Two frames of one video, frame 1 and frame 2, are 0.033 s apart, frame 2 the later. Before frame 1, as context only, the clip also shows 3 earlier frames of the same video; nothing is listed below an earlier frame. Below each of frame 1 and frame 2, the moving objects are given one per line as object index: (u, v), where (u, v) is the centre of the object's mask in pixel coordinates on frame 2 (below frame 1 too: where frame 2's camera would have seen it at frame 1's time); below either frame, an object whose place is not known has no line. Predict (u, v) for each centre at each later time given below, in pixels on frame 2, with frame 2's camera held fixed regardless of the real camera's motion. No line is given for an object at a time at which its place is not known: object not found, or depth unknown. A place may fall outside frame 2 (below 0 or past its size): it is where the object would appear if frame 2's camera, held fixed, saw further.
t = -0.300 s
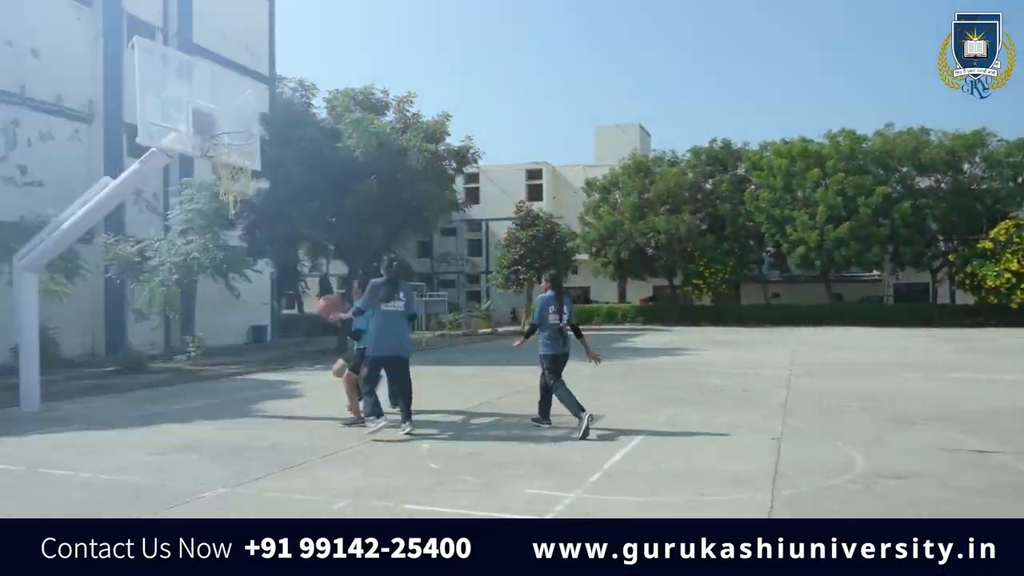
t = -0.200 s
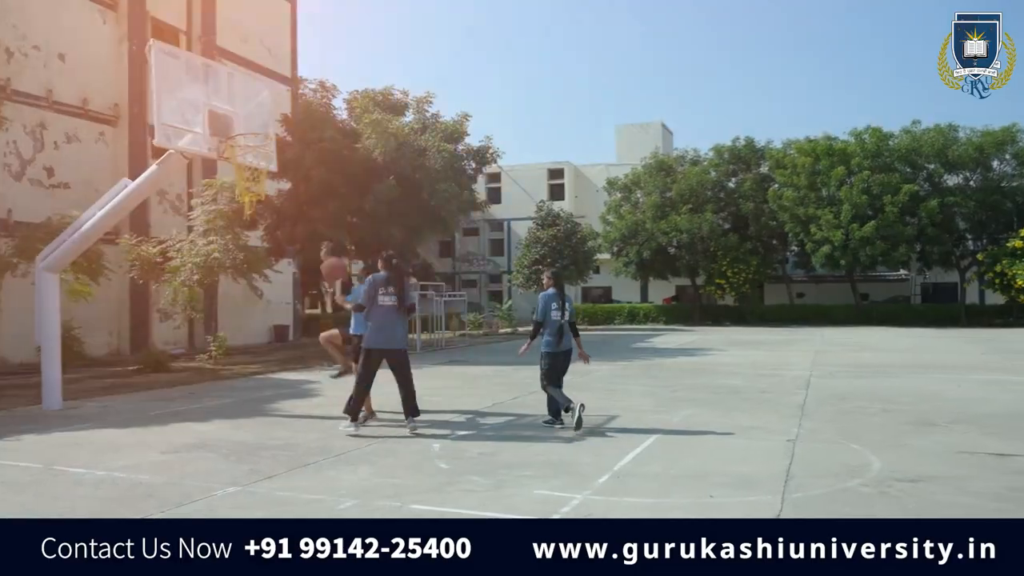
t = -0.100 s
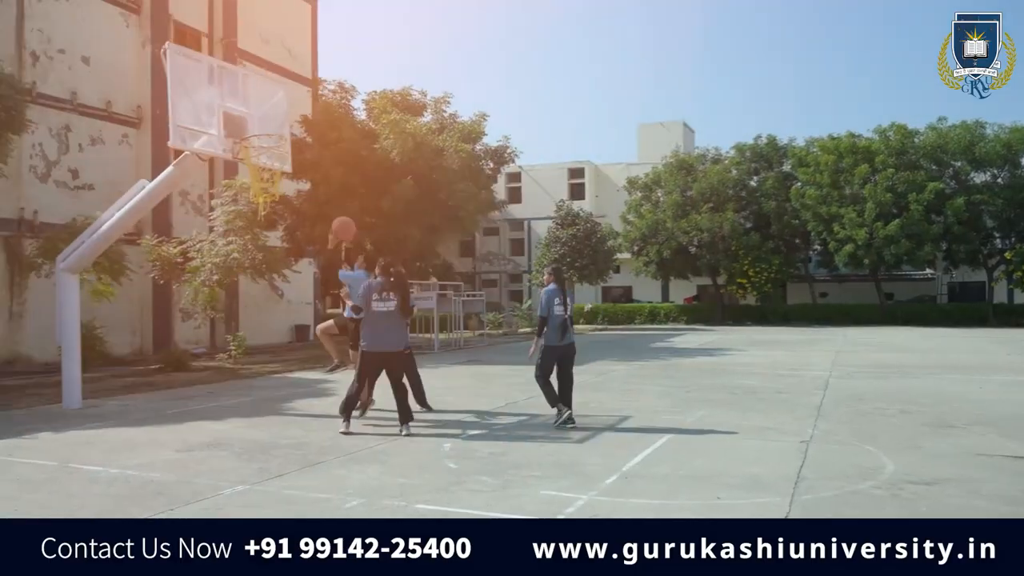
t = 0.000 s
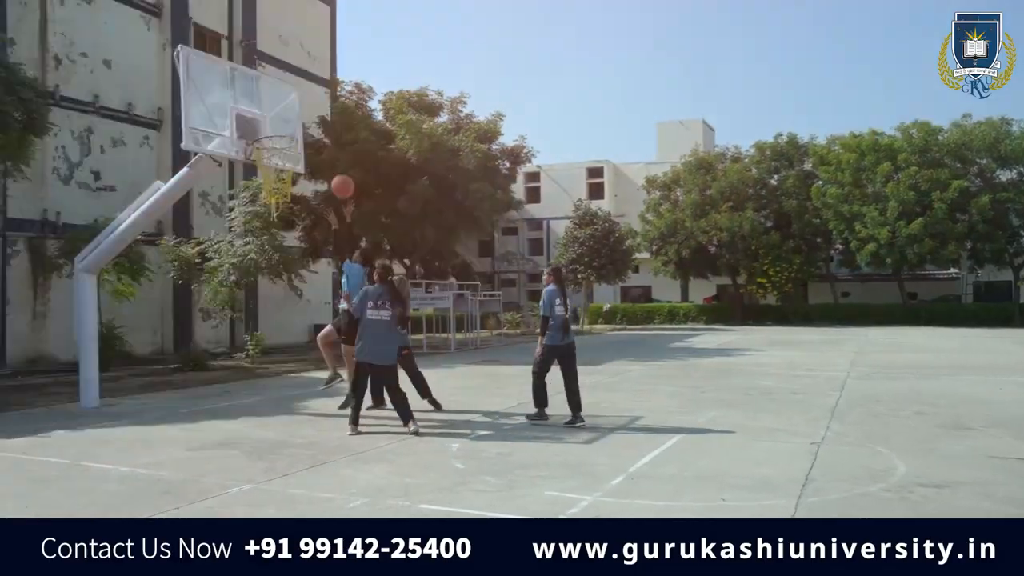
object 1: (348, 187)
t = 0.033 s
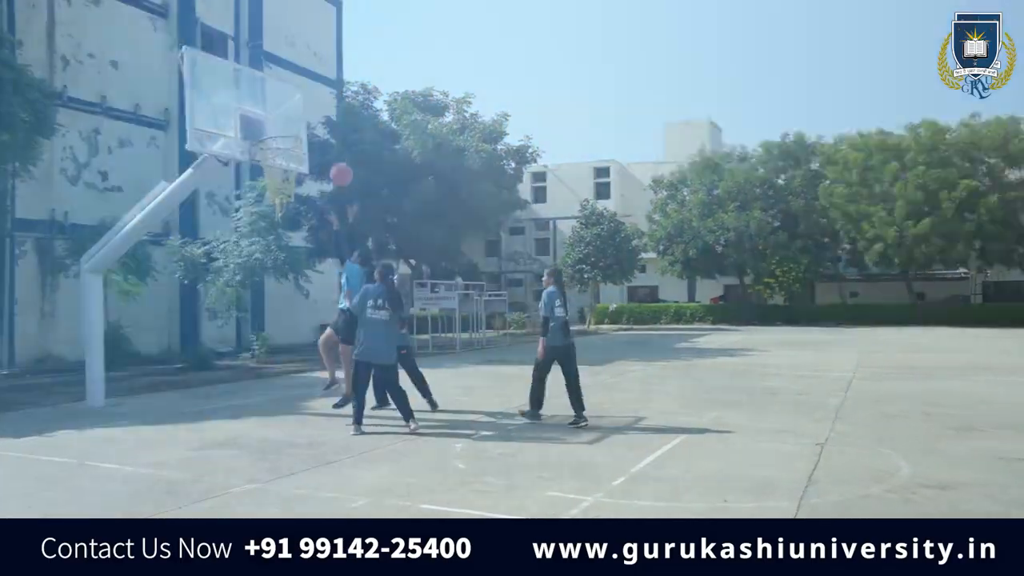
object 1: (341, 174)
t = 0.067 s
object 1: (335, 163)
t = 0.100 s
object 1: (329, 151)
